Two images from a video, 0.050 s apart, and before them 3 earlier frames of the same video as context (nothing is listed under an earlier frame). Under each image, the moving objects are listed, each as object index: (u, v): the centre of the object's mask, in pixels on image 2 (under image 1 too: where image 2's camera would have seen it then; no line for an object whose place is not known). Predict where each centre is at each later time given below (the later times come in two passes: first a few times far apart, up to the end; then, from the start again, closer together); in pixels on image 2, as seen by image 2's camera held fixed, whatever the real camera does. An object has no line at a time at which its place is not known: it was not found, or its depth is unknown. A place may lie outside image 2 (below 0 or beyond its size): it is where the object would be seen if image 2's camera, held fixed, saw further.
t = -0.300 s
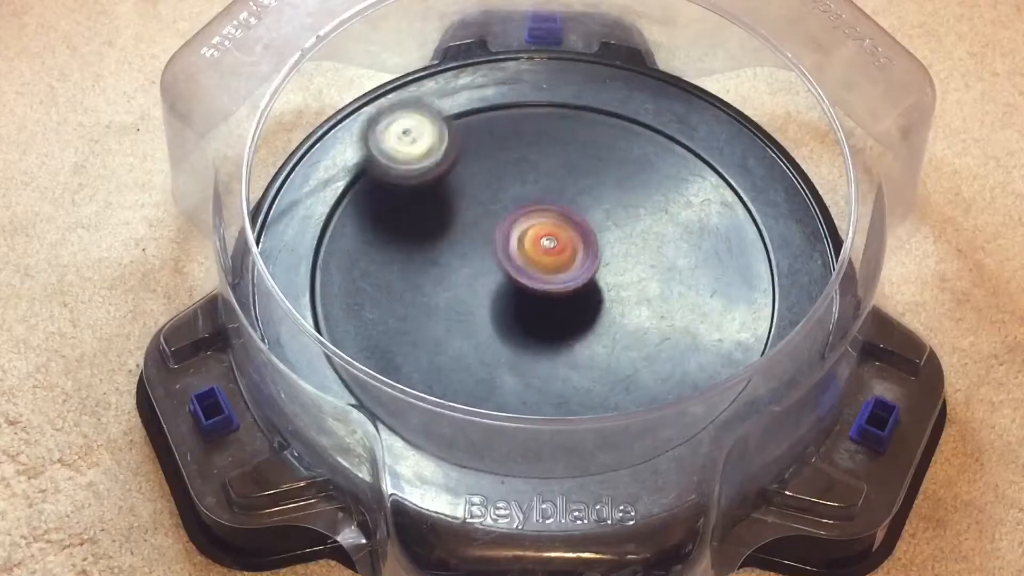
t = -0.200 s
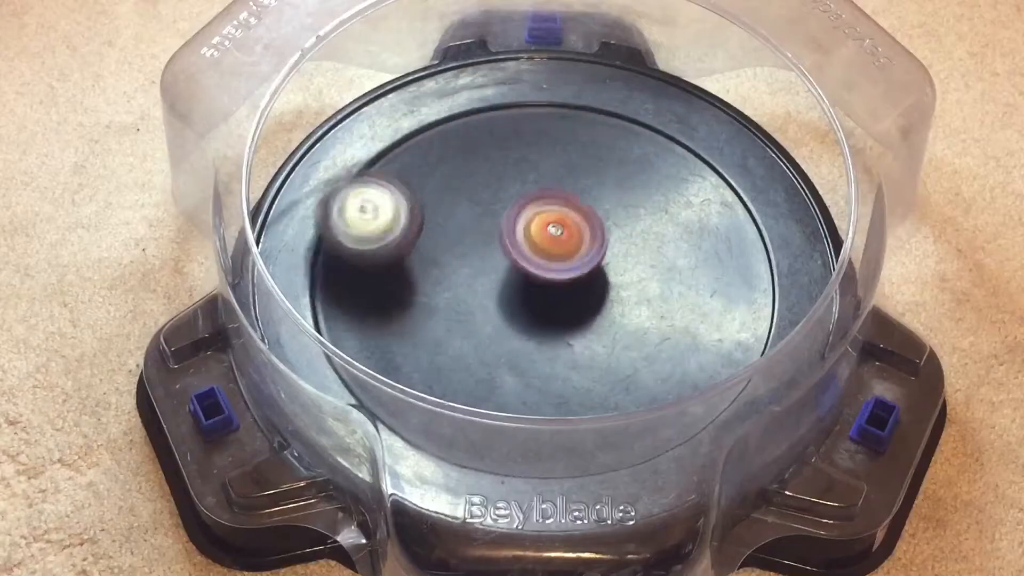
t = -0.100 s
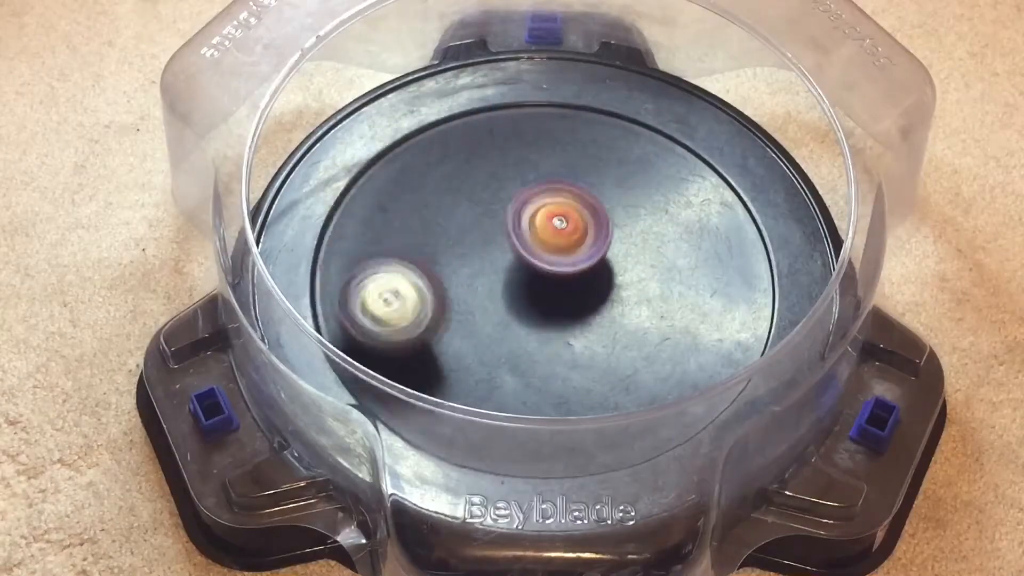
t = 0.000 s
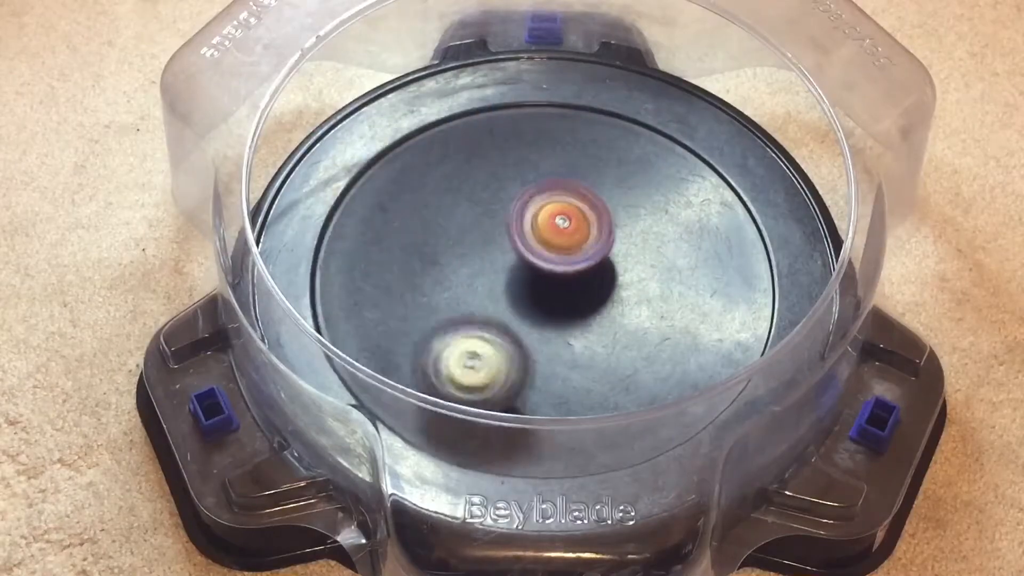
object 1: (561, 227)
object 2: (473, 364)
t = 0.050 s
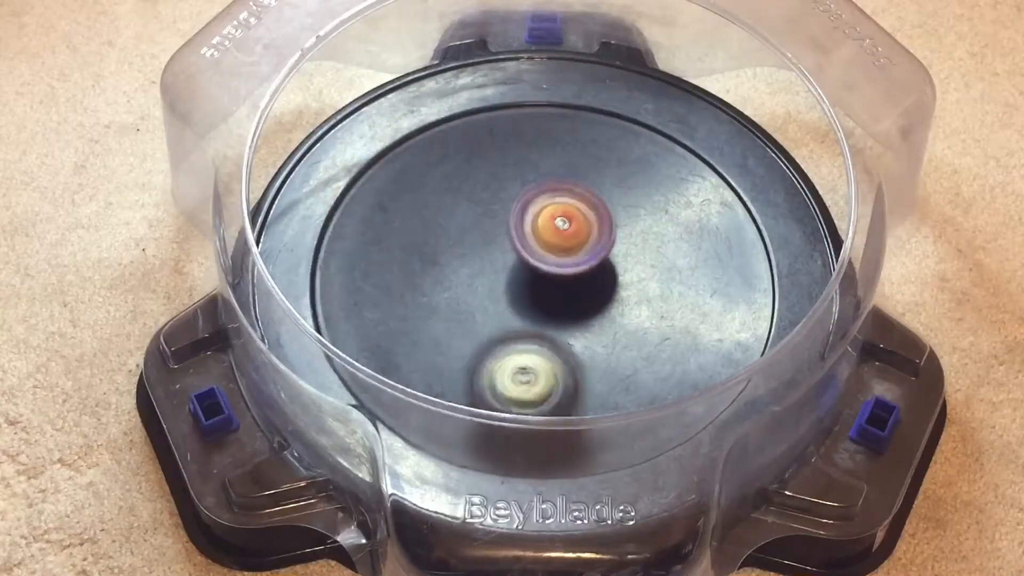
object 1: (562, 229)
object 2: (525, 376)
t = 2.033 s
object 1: (515, 261)
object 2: (364, 278)
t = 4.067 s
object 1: (513, 280)
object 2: (423, 170)
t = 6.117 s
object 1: (523, 291)
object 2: (564, 168)
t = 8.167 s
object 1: (797, 297)
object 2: (386, 244)
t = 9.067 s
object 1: (611, 312)
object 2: (563, 167)
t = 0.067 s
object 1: (562, 229)
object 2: (544, 378)
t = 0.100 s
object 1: (563, 232)
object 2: (578, 378)
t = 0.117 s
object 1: (562, 231)
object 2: (598, 375)
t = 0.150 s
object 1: (563, 236)
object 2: (627, 369)
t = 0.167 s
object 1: (563, 237)
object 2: (647, 364)
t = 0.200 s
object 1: (563, 238)
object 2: (677, 351)
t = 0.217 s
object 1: (563, 239)
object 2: (691, 344)
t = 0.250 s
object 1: (563, 242)
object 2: (716, 324)
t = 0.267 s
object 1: (563, 242)
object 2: (725, 315)
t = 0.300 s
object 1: (564, 247)
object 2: (740, 291)
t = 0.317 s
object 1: (564, 248)
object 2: (744, 279)
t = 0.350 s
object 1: (564, 251)
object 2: (748, 253)
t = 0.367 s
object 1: (565, 253)
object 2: (748, 241)
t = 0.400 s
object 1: (566, 255)
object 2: (739, 215)
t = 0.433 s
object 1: (567, 258)
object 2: (726, 192)
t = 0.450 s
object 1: (568, 260)
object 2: (719, 182)
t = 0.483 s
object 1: (570, 262)
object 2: (697, 164)
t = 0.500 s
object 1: (570, 263)
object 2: (683, 155)
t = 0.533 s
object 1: (572, 266)
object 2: (658, 142)
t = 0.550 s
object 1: (574, 268)
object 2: (643, 137)
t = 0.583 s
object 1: (576, 270)
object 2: (613, 131)
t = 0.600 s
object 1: (576, 271)
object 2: (596, 129)
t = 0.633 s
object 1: (577, 273)
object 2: (562, 132)
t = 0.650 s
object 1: (578, 276)
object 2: (546, 135)
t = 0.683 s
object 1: (580, 278)
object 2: (516, 144)
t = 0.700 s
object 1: (580, 278)
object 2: (501, 150)
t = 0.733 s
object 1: (582, 282)
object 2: (473, 164)
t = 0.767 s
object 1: (582, 283)
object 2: (448, 183)
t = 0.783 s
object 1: (581, 285)
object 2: (438, 193)
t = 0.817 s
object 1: (581, 286)
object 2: (418, 214)
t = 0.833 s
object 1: (581, 286)
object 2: (410, 225)
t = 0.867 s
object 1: (580, 287)
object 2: (398, 250)
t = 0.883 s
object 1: (579, 287)
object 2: (392, 263)
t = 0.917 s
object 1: (577, 288)
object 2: (389, 287)
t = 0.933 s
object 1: (576, 288)
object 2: (388, 301)
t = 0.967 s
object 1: (574, 288)
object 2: (392, 327)
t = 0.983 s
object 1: (572, 289)
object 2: (400, 337)
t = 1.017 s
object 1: (570, 288)
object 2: (417, 355)
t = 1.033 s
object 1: (568, 287)
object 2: (424, 362)
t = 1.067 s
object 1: (566, 287)
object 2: (445, 392)
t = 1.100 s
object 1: (563, 287)
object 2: (475, 409)
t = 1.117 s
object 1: (562, 288)
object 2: (488, 415)
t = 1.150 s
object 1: (560, 287)
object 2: (524, 422)
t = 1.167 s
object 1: (556, 288)
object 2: (543, 423)
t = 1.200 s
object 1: (553, 287)
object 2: (580, 418)
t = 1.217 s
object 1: (552, 287)
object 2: (596, 414)
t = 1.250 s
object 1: (549, 287)
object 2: (626, 387)
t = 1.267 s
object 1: (547, 287)
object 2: (641, 381)
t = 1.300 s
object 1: (544, 288)
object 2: (662, 365)
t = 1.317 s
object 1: (543, 287)
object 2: (674, 357)
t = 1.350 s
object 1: (538, 287)
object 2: (691, 339)
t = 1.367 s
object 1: (537, 288)
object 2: (694, 327)
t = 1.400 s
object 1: (534, 287)
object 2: (697, 300)
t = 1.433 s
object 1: (530, 287)
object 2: (696, 274)
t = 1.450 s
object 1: (529, 287)
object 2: (692, 260)
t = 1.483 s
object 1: (525, 287)
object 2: (682, 238)
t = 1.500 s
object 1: (524, 286)
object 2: (675, 226)
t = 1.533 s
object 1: (520, 285)
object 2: (657, 203)
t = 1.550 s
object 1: (520, 285)
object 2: (648, 194)
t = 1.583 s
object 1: (517, 283)
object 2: (629, 176)
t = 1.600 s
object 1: (515, 283)
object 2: (618, 168)
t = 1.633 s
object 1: (514, 282)
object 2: (593, 155)
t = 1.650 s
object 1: (512, 281)
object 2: (579, 149)
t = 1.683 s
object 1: (511, 280)
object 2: (551, 140)
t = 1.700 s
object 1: (510, 279)
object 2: (537, 136)
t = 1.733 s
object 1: (509, 278)
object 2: (509, 132)
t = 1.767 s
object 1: (508, 277)
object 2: (480, 133)
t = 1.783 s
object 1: (509, 276)
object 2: (464, 135)
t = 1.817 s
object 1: (509, 273)
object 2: (438, 141)
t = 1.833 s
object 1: (508, 273)
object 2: (424, 146)
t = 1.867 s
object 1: (509, 270)
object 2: (402, 160)
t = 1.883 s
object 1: (509, 270)
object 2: (393, 169)
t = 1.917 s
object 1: (510, 269)
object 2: (375, 189)
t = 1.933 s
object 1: (510, 267)
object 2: (370, 199)
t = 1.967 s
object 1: (512, 265)
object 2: (361, 225)
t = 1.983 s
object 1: (513, 264)
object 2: (359, 238)
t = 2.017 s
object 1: (514, 262)
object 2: (361, 264)
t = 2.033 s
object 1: (515, 261)
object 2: (364, 278)
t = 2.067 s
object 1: (517, 260)
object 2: (380, 303)
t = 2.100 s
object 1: (519, 258)
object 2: (399, 325)
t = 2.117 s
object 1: (520, 257)
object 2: (410, 335)
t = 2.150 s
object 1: (522, 256)
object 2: (438, 351)
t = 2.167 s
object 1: (522, 255)
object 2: (455, 357)
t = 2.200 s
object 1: (525, 253)
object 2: (487, 366)
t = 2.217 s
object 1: (525, 252)
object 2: (505, 369)
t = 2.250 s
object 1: (528, 251)
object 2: (537, 373)
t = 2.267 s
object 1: (528, 250)
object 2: (554, 372)
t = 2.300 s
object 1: (532, 249)
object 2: (590, 370)
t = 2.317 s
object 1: (532, 248)
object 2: (607, 365)
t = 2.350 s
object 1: (536, 248)
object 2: (636, 355)
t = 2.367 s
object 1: (537, 246)
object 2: (648, 348)
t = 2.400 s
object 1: (539, 245)
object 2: (672, 331)
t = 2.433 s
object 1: (542, 244)
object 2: (693, 311)
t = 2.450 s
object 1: (543, 244)
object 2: (701, 301)
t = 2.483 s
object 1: (546, 243)
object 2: (714, 279)
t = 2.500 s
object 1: (548, 243)
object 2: (718, 267)
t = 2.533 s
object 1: (551, 243)
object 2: (722, 243)
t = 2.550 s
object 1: (552, 243)
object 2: (723, 232)
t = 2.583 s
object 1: (555, 242)
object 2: (718, 209)
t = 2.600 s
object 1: (556, 242)
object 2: (713, 199)
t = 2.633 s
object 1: (559, 243)
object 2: (700, 179)
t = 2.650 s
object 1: (561, 244)
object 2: (691, 171)
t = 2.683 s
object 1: (563, 243)
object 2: (670, 152)
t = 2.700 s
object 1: (565, 244)
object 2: (659, 145)
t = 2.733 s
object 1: (567, 244)
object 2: (634, 135)
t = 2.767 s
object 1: (569, 245)
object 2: (609, 128)
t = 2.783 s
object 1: (570, 245)
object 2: (596, 128)
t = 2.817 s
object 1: (572, 248)
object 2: (566, 128)
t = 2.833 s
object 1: (572, 248)
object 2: (550, 131)
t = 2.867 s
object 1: (574, 251)
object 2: (524, 139)
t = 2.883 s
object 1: (574, 251)
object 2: (511, 144)
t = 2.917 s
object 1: (575, 255)
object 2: (486, 160)
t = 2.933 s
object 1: (576, 255)
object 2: (475, 167)
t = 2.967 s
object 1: (577, 258)
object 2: (456, 185)
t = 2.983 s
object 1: (577, 258)
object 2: (446, 195)
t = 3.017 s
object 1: (578, 261)
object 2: (430, 217)
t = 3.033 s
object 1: (578, 262)
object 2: (425, 229)
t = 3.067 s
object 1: (578, 264)
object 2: (415, 252)
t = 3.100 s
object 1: (578, 267)
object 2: (411, 275)
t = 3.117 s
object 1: (578, 268)
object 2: (411, 286)
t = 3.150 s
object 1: (578, 270)
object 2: (415, 309)
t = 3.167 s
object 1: (578, 271)
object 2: (419, 323)
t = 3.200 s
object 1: (578, 273)
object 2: (430, 346)
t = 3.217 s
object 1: (577, 274)
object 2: (439, 354)
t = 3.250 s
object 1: (577, 277)
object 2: (459, 368)
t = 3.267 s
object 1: (576, 277)
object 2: (470, 373)
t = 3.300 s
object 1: (575, 280)
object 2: (495, 383)
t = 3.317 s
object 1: (575, 280)
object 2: (509, 393)
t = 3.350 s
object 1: (574, 283)
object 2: (540, 408)
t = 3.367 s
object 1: (572, 283)
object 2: (558, 410)
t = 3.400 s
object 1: (570, 284)
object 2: (589, 406)
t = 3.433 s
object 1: (568, 286)
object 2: (618, 399)
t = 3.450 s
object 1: (567, 286)
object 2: (632, 393)
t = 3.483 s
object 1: (565, 288)
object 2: (654, 370)
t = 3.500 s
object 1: (564, 287)
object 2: (664, 364)
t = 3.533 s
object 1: (562, 289)
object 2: (684, 348)
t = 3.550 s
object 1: (560, 289)
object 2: (689, 339)
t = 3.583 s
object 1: (557, 290)
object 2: (695, 316)
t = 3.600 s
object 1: (556, 290)
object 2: (696, 306)
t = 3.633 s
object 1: (553, 290)
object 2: (694, 281)
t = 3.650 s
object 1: (551, 290)
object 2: (691, 270)
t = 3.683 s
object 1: (547, 290)
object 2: (681, 248)
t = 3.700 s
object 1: (545, 290)
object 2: (675, 238)
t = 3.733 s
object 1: (542, 290)
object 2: (658, 218)
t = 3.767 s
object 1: (540, 290)
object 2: (640, 200)
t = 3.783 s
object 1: (538, 290)
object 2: (630, 193)
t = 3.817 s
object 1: (534, 290)
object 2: (608, 178)
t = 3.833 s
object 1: (533, 289)
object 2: (597, 173)
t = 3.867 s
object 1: (529, 289)
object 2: (572, 163)
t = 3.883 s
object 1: (527, 288)
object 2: (560, 159)
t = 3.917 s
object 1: (525, 287)
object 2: (535, 153)
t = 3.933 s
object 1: (523, 286)
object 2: (522, 151)
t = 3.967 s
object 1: (521, 284)
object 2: (496, 151)
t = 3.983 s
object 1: (519, 284)
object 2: (483, 151)
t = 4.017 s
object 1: (516, 283)
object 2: (459, 156)
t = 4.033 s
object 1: (515, 282)
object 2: (445, 161)
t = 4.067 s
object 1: (513, 280)
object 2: (423, 170)
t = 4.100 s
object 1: (512, 279)
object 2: (403, 183)
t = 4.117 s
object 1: (511, 279)
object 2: (395, 191)
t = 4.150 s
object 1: (510, 276)
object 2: (382, 209)
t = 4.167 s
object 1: (510, 276)
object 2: (377, 220)
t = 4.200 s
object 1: (509, 273)
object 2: (372, 243)
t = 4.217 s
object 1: (510, 273)
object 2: (372, 255)
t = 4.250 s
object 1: (510, 271)
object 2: (377, 278)
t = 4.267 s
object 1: (511, 270)
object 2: (383, 291)
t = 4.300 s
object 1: (511, 267)
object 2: (397, 311)
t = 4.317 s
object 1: (511, 265)
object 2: (405, 323)
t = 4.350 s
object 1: (513, 263)
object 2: (428, 340)
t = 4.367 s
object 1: (513, 261)
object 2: (440, 346)
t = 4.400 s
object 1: (515, 259)
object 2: (468, 357)
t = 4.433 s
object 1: (516, 258)
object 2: (499, 363)
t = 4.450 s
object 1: (516, 255)
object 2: (514, 365)
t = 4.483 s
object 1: (519, 254)
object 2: (545, 366)
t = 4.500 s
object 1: (519, 252)
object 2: (560, 364)
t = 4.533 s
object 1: (523, 251)
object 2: (590, 360)
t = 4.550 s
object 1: (524, 249)
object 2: (605, 357)
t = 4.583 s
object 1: (526, 248)
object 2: (630, 345)
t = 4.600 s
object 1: (527, 248)
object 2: (642, 336)
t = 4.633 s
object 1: (530, 246)
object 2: (663, 321)
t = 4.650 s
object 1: (532, 246)
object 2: (673, 311)
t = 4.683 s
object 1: (534, 243)
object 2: (688, 292)
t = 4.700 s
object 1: (536, 242)
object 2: (693, 283)
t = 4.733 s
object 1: (539, 242)
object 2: (701, 262)
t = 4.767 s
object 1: (542, 241)
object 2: (704, 241)
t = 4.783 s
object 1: (544, 240)
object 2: (703, 229)
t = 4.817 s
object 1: (548, 241)
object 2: (698, 210)
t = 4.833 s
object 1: (549, 240)
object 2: (694, 200)
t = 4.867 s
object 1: (553, 240)
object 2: (682, 181)
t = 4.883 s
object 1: (555, 241)
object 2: (673, 173)
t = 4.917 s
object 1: (558, 240)
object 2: (655, 158)
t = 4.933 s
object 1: (560, 241)
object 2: (645, 152)
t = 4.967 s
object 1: (563, 241)
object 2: (623, 144)
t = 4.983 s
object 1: (565, 242)
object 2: (610, 141)
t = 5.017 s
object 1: (567, 243)
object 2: (585, 138)
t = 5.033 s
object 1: (568, 242)
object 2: (572, 139)
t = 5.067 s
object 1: (571, 244)
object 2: (547, 143)
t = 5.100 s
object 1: (573, 247)
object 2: (522, 150)
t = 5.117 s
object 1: (574, 247)
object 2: (510, 158)
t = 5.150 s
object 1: (576, 250)
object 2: (488, 169)
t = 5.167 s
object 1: (577, 251)
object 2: (480, 176)
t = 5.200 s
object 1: (578, 253)
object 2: (461, 192)
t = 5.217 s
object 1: (579, 255)
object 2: (453, 203)
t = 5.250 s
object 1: (581, 257)
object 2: (440, 222)
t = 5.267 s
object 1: (582, 259)
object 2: (434, 232)
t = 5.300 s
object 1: (583, 261)
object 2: (427, 255)
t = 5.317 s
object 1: (583, 262)
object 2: (424, 265)
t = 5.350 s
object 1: (583, 264)
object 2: (423, 287)
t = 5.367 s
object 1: (583, 266)
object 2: (425, 298)
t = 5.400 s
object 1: (583, 269)
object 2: (430, 320)
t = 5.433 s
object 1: (583, 271)
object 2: (440, 340)
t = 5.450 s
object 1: (582, 274)
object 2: (447, 349)
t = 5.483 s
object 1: (581, 276)
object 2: (466, 363)
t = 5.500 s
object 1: (582, 278)
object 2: (478, 369)
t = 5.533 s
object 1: (580, 280)
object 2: (499, 378)
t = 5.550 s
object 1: (579, 281)
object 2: (512, 381)
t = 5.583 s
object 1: (578, 283)
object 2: (539, 385)
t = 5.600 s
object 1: (576, 283)
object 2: (554, 386)
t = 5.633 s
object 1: (574, 285)
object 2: (580, 384)
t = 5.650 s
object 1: (573, 289)
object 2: (592, 383)
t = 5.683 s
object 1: (569, 289)
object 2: (618, 378)
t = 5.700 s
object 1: (569, 289)
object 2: (630, 374)
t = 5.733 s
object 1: (566, 291)
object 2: (651, 363)
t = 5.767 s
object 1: (562, 293)
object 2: (668, 346)
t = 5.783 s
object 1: (561, 292)
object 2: (674, 338)
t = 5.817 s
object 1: (558, 293)
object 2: (679, 315)
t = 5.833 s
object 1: (555, 293)
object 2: (681, 305)
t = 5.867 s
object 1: (552, 293)
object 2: (679, 284)
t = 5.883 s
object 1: (550, 294)
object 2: (677, 273)
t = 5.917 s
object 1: (545, 295)
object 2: (668, 253)
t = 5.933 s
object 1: (543, 295)
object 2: (663, 244)
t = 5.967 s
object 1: (540, 294)
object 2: (650, 225)
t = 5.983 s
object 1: (538, 295)
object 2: (643, 217)
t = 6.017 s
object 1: (534, 295)
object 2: (628, 203)
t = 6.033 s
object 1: (531, 294)
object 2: (619, 195)
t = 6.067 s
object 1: (527, 293)
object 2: (598, 182)
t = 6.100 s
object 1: (524, 291)
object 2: (577, 172)
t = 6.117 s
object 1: (523, 291)
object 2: (564, 168)
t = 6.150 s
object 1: (519, 289)
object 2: (542, 163)
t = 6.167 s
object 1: (517, 288)
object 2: (530, 160)
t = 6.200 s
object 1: (514, 286)
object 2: (507, 159)
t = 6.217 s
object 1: (511, 284)
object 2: (495, 160)
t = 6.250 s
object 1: (509, 282)
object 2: (473, 161)
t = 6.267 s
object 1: (508, 282)
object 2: (460, 163)
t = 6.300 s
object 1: (506, 280)
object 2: (440, 171)
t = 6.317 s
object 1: (505, 279)
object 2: (430, 177)
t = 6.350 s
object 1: (504, 277)
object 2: (413, 190)
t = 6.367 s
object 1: (504, 275)
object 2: (405, 198)
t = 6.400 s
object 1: (503, 272)
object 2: (395, 216)
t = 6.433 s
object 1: (504, 269)
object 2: (390, 235)
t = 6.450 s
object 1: (504, 268)
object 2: (388, 246)
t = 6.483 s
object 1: (506, 266)
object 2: (393, 268)
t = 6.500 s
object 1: (508, 266)
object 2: (396, 278)
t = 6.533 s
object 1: (511, 262)
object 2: (403, 298)
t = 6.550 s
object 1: (513, 260)
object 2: (410, 308)
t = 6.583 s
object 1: (515, 258)
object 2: (427, 324)
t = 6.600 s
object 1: (516, 258)
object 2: (437, 333)
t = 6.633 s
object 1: (519, 255)
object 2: (461, 345)
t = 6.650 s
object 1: (521, 253)
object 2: (474, 349)
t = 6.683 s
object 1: (524, 250)
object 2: (502, 356)
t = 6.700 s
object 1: (526, 248)
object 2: (515, 357)
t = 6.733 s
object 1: (529, 246)
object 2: (542, 358)
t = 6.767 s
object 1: (533, 243)
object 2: (569, 356)
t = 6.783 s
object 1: (534, 243)
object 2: (583, 353)
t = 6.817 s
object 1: (538, 241)
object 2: (606, 345)
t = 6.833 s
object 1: (540, 239)
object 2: (619, 340)
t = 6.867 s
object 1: (544, 238)
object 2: (641, 326)
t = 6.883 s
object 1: (546, 238)
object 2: (651, 320)
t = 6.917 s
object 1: (549, 236)
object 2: (667, 304)
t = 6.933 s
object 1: (552, 236)
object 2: (673, 294)
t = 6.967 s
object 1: (556, 236)
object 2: (682, 275)
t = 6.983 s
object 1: (558, 235)
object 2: (685, 266)
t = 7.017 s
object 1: (562, 235)
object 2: (688, 247)
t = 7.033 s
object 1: (564, 236)
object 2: (688, 238)
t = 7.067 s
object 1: (567, 237)
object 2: (683, 217)
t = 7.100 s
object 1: (570, 238)
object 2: (674, 201)
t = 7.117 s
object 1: (569, 238)
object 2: (669, 193)
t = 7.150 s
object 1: (565, 241)
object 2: (661, 179)
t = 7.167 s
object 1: (563, 242)
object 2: (655, 171)
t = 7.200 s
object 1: (561, 244)
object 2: (638, 157)
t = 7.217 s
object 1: (561, 245)
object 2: (629, 151)
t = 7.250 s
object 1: (560, 249)
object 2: (608, 145)
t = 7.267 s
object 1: (558, 249)
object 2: (598, 144)
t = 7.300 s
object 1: (557, 252)
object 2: (576, 143)
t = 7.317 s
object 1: (558, 255)
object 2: (564, 144)
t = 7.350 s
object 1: (557, 258)
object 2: (540, 151)
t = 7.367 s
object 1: (556, 259)
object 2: (530, 155)
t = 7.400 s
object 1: (556, 262)
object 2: (511, 168)
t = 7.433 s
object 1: (556, 266)
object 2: (494, 180)
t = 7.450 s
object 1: (556, 269)
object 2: (487, 188)
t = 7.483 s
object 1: (556, 272)
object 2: (473, 206)
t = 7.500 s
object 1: (556, 273)
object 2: (468, 216)
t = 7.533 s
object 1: (565, 286)
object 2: (450, 224)
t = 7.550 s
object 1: (576, 296)
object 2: (434, 225)
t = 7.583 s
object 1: (597, 312)
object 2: (414, 229)
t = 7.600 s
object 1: (603, 318)
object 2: (407, 233)
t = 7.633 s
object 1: (617, 329)
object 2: (390, 242)
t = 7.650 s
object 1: (625, 336)
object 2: (384, 249)
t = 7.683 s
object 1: (640, 346)
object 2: (370, 261)
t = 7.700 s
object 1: (645, 351)
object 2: (365, 268)
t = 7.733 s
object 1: (656, 356)
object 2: (360, 284)
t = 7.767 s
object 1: (663, 360)
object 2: (359, 298)
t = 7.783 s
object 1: (667, 361)
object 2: (362, 307)
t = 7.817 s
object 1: (671, 362)
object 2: (372, 322)
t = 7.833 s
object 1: (671, 362)
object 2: (380, 330)
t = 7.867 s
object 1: (670, 362)
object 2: (398, 341)
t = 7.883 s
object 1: (670, 362)
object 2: (410, 347)
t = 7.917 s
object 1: (665, 361)
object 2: (433, 355)
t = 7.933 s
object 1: (661, 360)
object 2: (447, 358)
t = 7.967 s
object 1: (654, 358)
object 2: (474, 361)
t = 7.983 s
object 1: (649, 355)
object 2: (485, 361)
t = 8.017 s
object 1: (638, 346)
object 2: (511, 357)
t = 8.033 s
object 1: (647, 343)
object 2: (513, 351)
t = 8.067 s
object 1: (709, 337)
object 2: (465, 320)
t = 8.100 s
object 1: (753, 317)
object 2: (430, 294)
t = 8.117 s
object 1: (765, 315)
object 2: (416, 281)
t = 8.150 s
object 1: (788, 304)
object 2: (394, 256)
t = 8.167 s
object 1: (797, 297)
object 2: (386, 244)
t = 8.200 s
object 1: (806, 285)
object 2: (373, 225)
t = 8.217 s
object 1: (807, 279)
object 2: (368, 220)
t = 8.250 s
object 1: (804, 273)
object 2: (362, 206)
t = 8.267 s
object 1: (793, 264)
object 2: (359, 204)
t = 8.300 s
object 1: (788, 259)
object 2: (355, 194)
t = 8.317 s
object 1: (784, 256)
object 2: (354, 191)
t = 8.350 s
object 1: (769, 251)
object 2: (353, 183)
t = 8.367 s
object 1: (760, 251)
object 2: (356, 182)
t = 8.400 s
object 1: (738, 249)
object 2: (361, 179)
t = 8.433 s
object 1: (712, 247)
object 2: (371, 177)
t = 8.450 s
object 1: (701, 245)
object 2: (375, 177)
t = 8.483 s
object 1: (674, 245)
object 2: (390, 177)
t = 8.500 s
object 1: (663, 244)
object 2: (398, 178)
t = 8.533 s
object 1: (645, 243)
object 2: (415, 180)
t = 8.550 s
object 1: (638, 244)
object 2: (423, 182)
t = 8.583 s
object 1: (622, 243)
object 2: (445, 185)
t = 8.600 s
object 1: (614, 242)
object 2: (451, 186)
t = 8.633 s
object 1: (598, 241)
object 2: (473, 189)
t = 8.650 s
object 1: (589, 240)
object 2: (482, 190)
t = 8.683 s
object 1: (588, 244)
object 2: (487, 185)
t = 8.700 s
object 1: (600, 258)
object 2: (483, 175)
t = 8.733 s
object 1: (611, 277)
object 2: (479, 158)
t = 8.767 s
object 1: (622, 291)
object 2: (479, 146)
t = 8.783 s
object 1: (631, 296)
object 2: (483, 141)
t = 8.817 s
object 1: (636, 309)
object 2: (490, 137)
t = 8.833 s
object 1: (635, 312)
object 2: (493, 135)
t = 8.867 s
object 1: (636, 319)
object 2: (502, 134)
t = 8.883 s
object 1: (637, 323)
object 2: (506, 135)
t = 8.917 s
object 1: (633, 324)
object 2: (514, 136)
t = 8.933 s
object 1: (631, 323)
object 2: (521, 139)
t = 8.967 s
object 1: (628, 322)
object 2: (534, 144)
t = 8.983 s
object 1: (624, 321)
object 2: (537, 147)
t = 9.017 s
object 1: (617, 318)
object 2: (547, 153)
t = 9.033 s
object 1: (617, 317)
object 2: (554, 160)
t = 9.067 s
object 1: (611, 312)
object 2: (563, 167)
